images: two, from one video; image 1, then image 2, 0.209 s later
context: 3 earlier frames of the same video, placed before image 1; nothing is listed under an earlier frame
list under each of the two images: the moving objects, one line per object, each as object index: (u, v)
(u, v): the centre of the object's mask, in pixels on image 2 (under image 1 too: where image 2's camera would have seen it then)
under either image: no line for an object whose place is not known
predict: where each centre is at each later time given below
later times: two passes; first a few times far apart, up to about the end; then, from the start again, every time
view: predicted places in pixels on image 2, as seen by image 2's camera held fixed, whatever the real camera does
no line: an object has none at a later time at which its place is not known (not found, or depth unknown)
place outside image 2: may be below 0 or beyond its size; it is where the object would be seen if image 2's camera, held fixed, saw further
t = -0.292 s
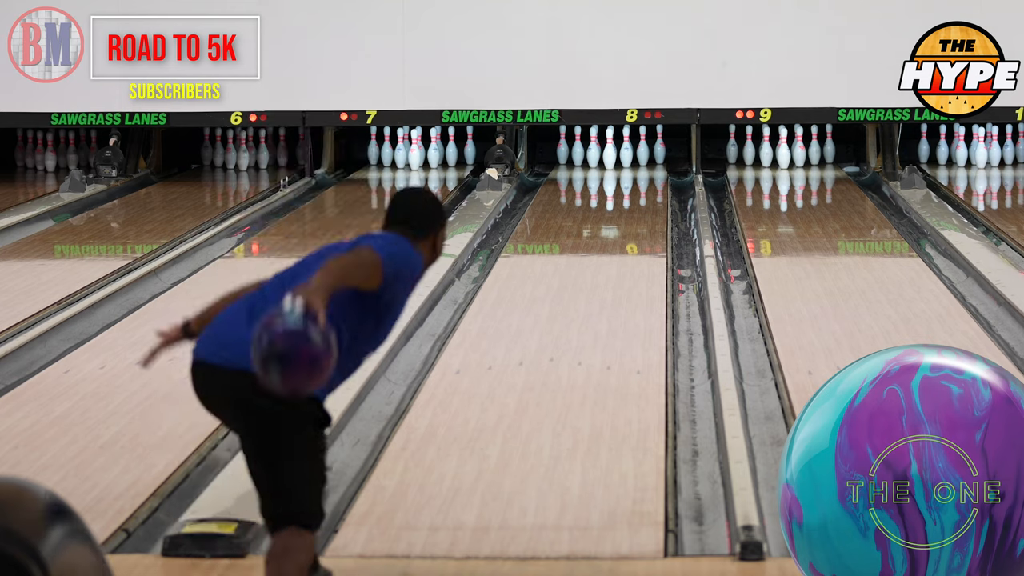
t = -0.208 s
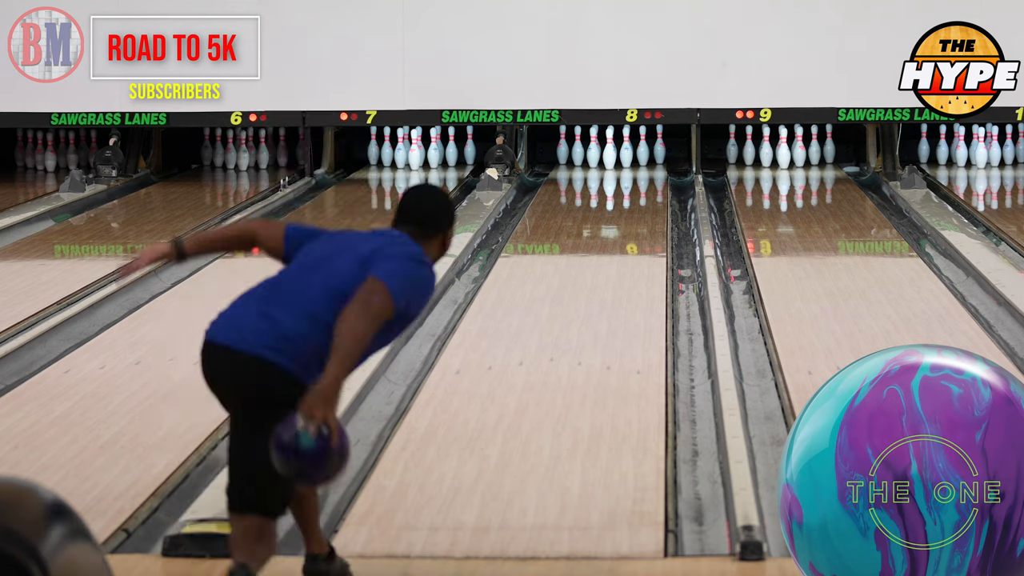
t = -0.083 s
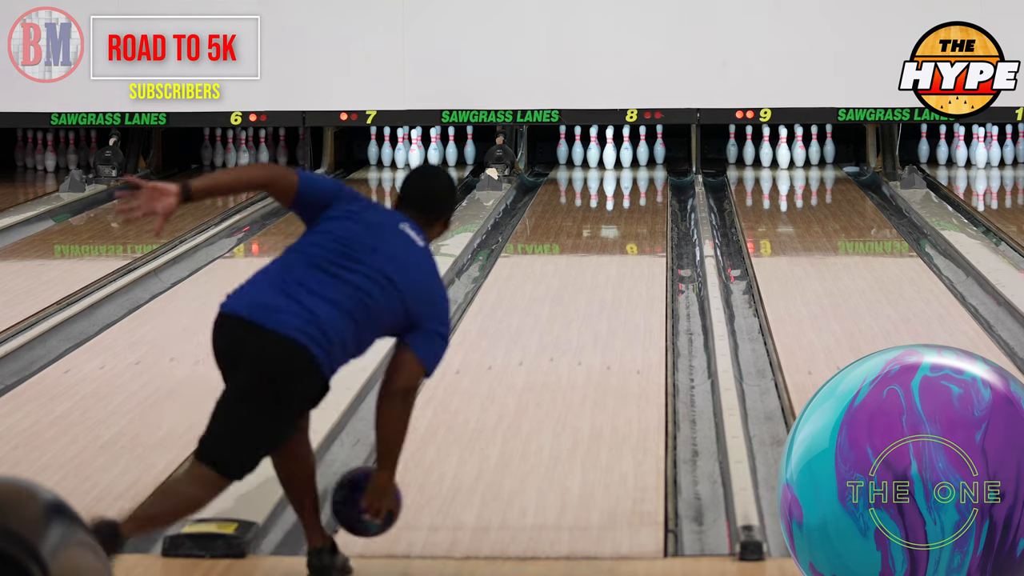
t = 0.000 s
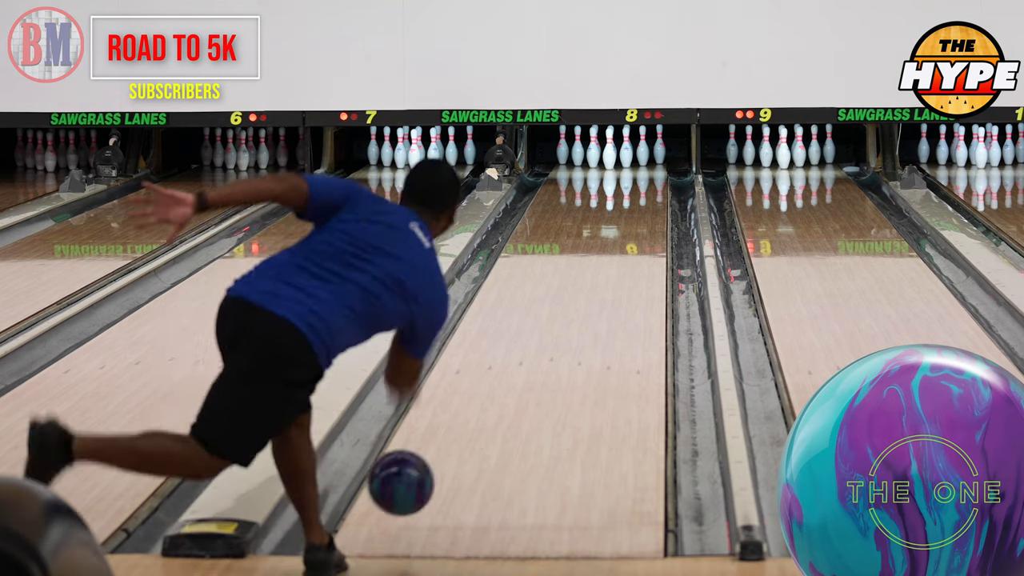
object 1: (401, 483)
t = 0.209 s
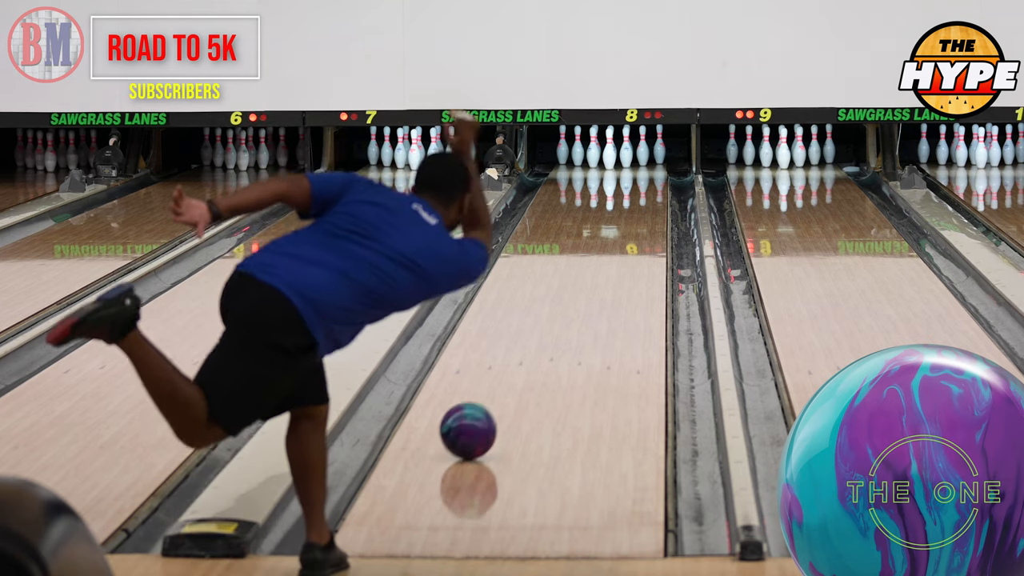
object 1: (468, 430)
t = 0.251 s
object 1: (479, 417)
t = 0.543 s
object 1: (541, 344)
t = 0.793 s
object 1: (579, 299)
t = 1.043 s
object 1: (607, 263)
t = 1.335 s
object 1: (632, 230)
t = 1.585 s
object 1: (646, 207)
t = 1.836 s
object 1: (651, 190)
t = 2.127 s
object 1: (641, 173)
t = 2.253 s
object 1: (634, 167)
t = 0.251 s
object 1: (479, 417)
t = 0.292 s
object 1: (489, 405)
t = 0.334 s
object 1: (499, 394)
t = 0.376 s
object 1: (508, 383)
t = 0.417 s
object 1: (518, 372)
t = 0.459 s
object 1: (525, 362)
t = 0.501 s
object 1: (533, 353)
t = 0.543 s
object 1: (541, 344)
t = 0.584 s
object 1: (548, 336)
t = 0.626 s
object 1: (555, 328)
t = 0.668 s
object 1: (561, 320)
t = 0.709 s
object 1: (567, 313)
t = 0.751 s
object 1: (573, 305)
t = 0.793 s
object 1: (579, 299)
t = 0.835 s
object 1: (584, 292)
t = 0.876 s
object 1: (589, 286)
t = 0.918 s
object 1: (594, 279)
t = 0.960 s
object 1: (599, 274)
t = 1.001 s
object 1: (603, 268)
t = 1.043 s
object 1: (607, 263)
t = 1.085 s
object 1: (611, 258)
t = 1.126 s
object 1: (615, 253)
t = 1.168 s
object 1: (619, 248)
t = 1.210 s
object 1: (623, 243)
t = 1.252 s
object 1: (626, 238)
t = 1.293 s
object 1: (629, 234)
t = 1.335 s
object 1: (632, 230)
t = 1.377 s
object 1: (635, 226)
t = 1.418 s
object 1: (637, 222)
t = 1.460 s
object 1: (640, 218)
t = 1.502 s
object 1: (642, 214)
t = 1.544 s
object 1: (644, 211)
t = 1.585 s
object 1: (646, 207)
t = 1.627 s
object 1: (648, 204)
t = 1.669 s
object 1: (649, 201)
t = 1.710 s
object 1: (650, 198)
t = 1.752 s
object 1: (650, 195)
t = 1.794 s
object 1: (651, 193)
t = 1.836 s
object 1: (651, 190)
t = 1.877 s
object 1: (651, 187)
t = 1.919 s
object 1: (650, 185)
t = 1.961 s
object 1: (649, 182)
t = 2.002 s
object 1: (648, 180)
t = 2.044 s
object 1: (645, 178)
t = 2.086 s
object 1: (643, 175)
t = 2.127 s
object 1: (641, 173)
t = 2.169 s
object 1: (639, 171)
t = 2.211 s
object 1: (637, 169)
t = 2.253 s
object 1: (634, 167)
